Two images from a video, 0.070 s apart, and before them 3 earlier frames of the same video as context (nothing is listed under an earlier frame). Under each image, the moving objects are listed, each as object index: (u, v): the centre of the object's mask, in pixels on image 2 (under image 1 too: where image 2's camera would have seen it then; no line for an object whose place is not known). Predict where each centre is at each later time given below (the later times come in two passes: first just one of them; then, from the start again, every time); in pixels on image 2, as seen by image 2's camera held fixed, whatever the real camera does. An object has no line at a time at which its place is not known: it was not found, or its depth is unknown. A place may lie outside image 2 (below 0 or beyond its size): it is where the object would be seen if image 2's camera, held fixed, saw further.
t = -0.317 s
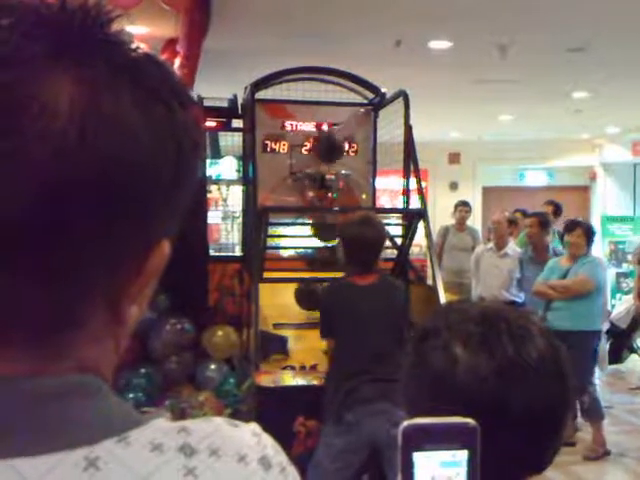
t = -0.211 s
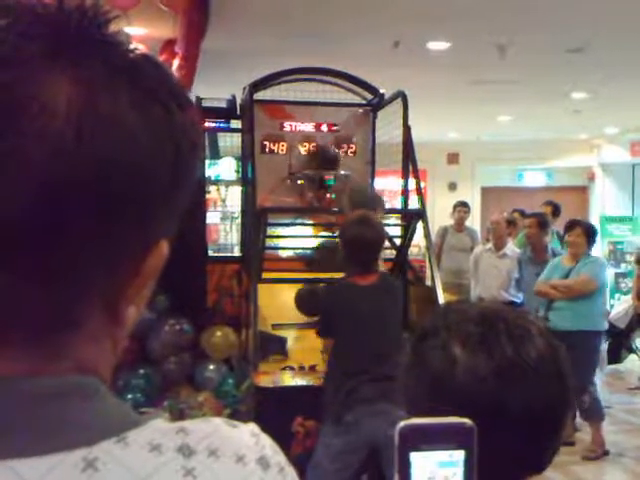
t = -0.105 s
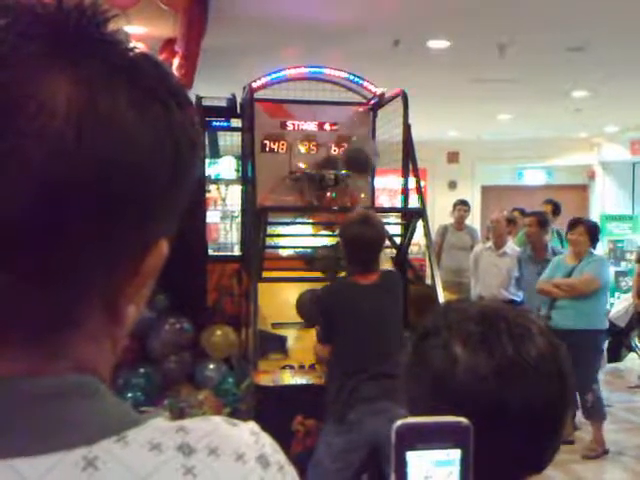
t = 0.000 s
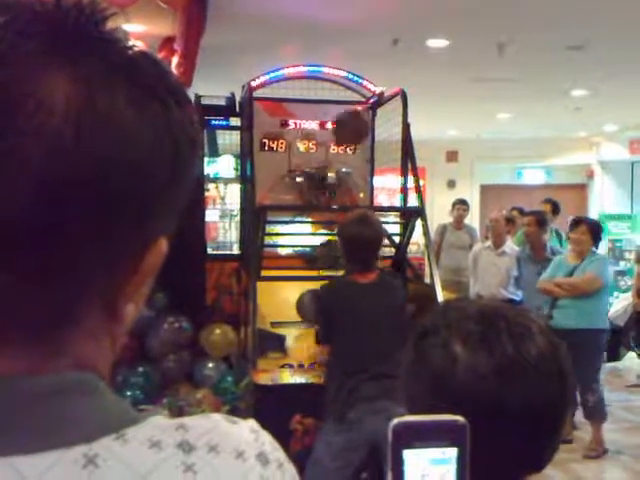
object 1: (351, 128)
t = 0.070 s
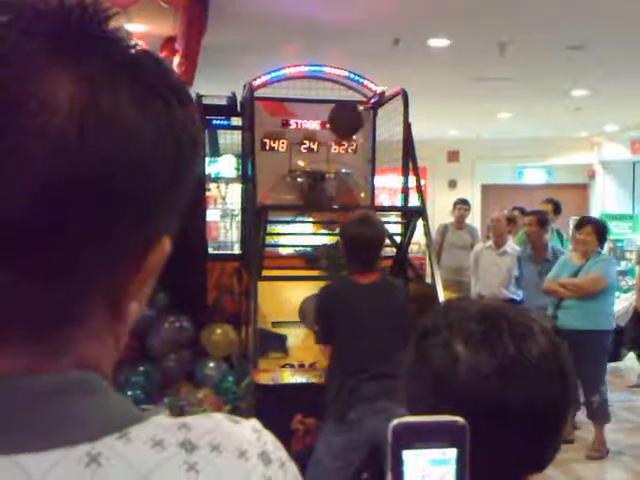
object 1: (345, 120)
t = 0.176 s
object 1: (339, 127)
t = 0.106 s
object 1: (343, 120)
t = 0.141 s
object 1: (341, 123)
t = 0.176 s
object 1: (339, 127)
